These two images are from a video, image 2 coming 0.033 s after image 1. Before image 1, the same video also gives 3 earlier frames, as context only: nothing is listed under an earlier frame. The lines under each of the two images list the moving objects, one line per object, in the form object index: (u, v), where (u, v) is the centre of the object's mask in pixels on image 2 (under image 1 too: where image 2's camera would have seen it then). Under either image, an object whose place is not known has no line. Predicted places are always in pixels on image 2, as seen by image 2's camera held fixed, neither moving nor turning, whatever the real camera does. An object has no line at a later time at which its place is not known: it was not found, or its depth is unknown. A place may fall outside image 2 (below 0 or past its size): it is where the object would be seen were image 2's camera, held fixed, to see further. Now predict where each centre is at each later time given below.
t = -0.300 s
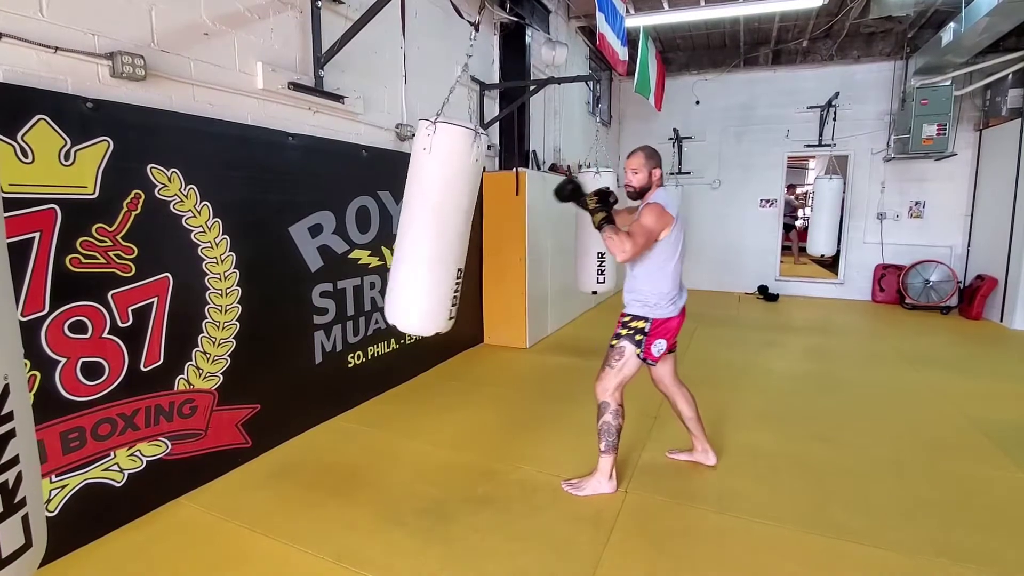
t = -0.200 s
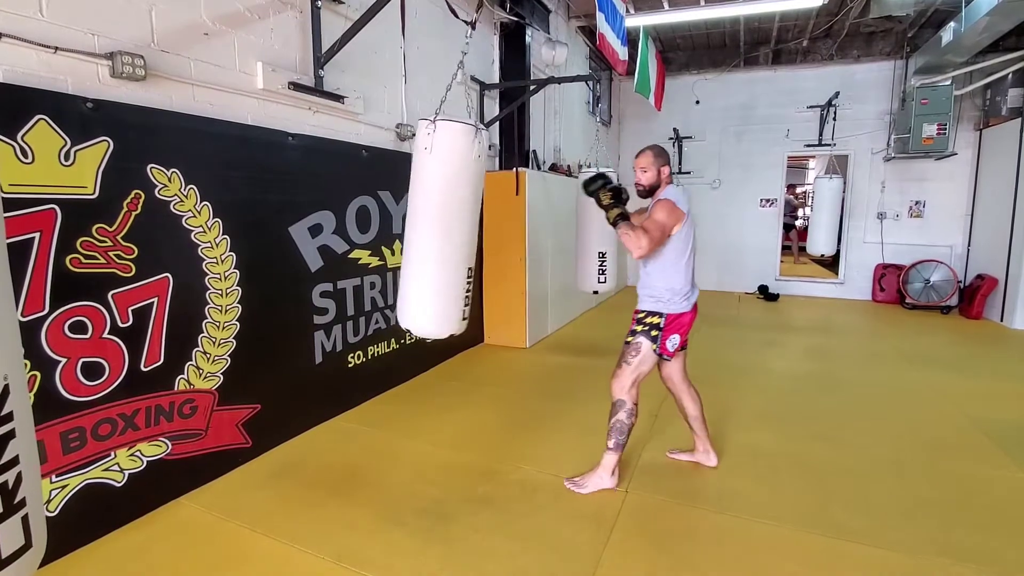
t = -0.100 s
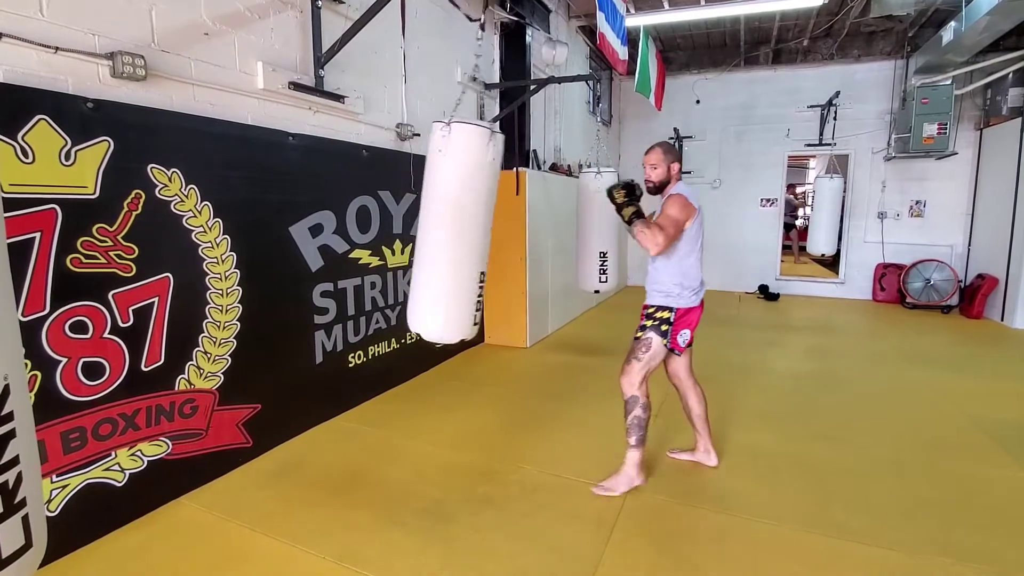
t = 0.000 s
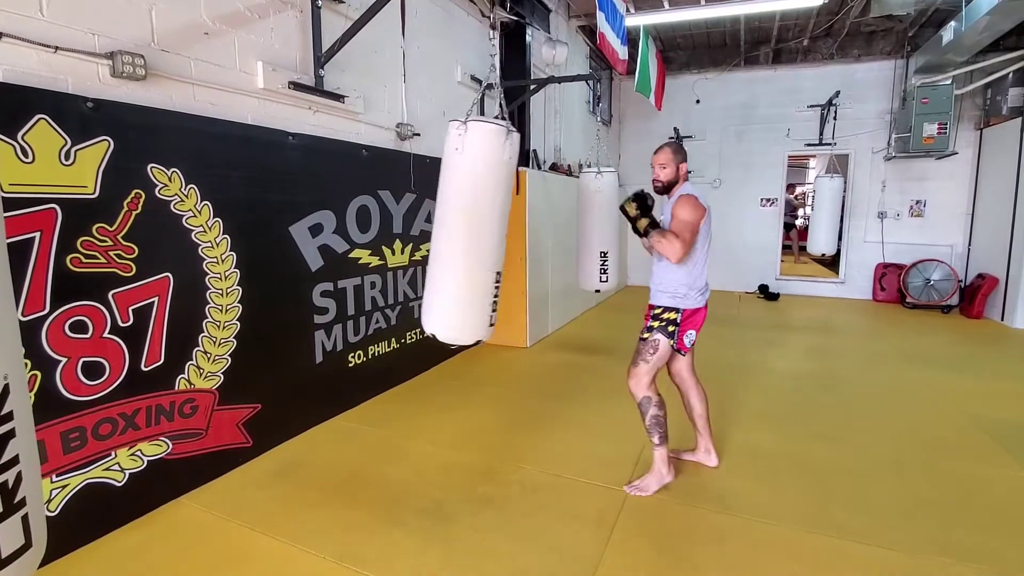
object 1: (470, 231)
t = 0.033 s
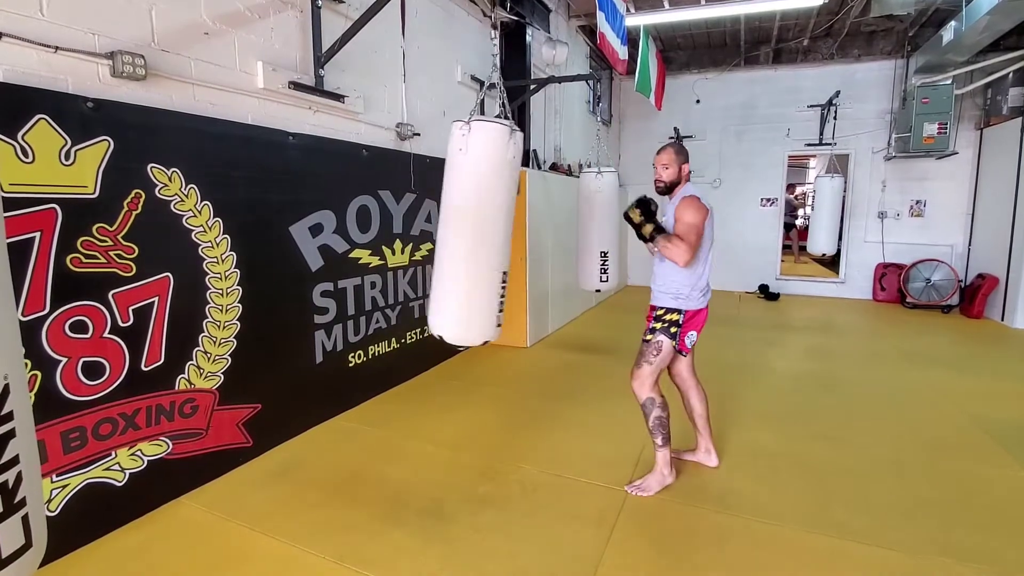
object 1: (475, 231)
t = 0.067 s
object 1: (480, 232)
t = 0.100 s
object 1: (485, 233)
